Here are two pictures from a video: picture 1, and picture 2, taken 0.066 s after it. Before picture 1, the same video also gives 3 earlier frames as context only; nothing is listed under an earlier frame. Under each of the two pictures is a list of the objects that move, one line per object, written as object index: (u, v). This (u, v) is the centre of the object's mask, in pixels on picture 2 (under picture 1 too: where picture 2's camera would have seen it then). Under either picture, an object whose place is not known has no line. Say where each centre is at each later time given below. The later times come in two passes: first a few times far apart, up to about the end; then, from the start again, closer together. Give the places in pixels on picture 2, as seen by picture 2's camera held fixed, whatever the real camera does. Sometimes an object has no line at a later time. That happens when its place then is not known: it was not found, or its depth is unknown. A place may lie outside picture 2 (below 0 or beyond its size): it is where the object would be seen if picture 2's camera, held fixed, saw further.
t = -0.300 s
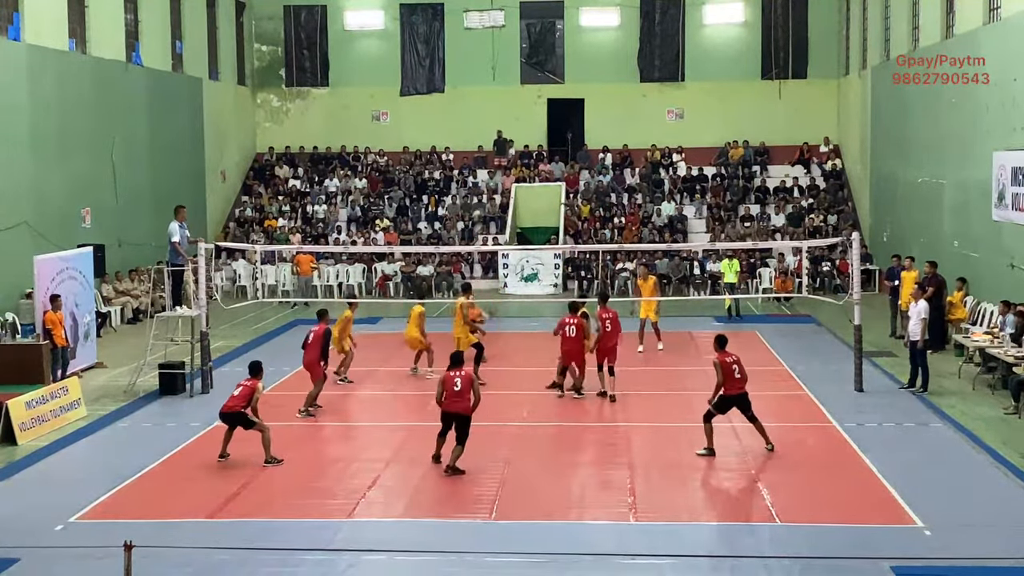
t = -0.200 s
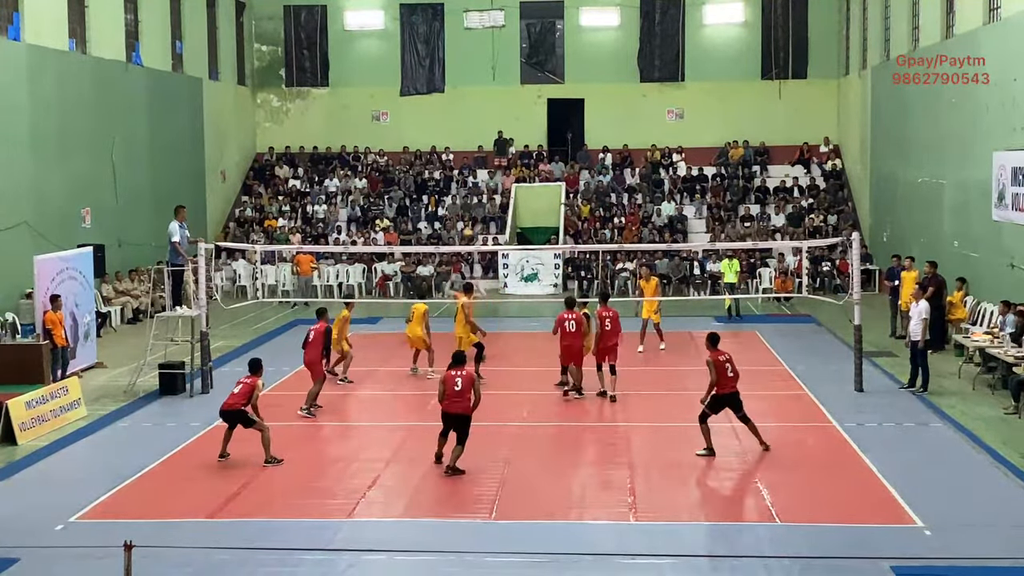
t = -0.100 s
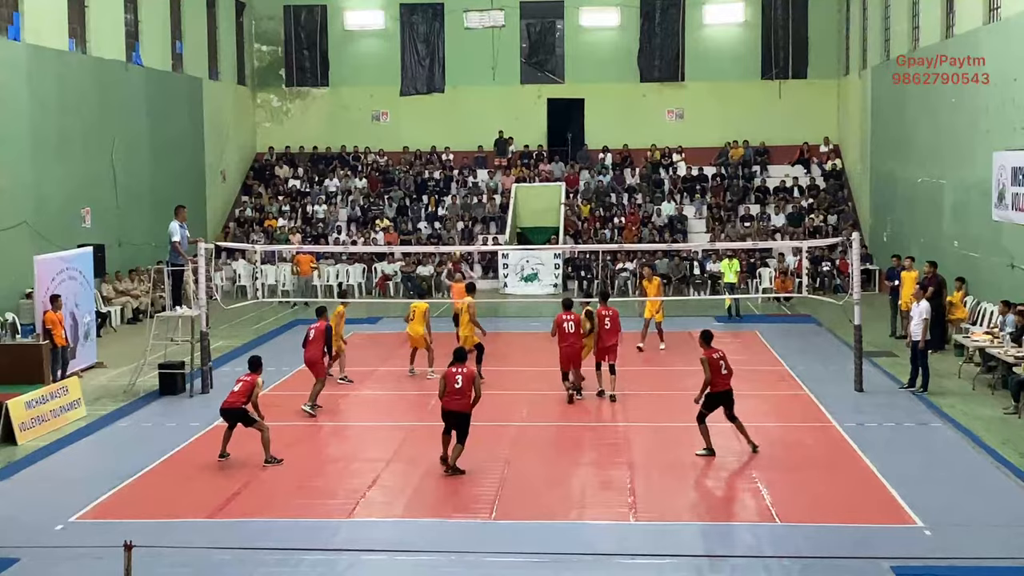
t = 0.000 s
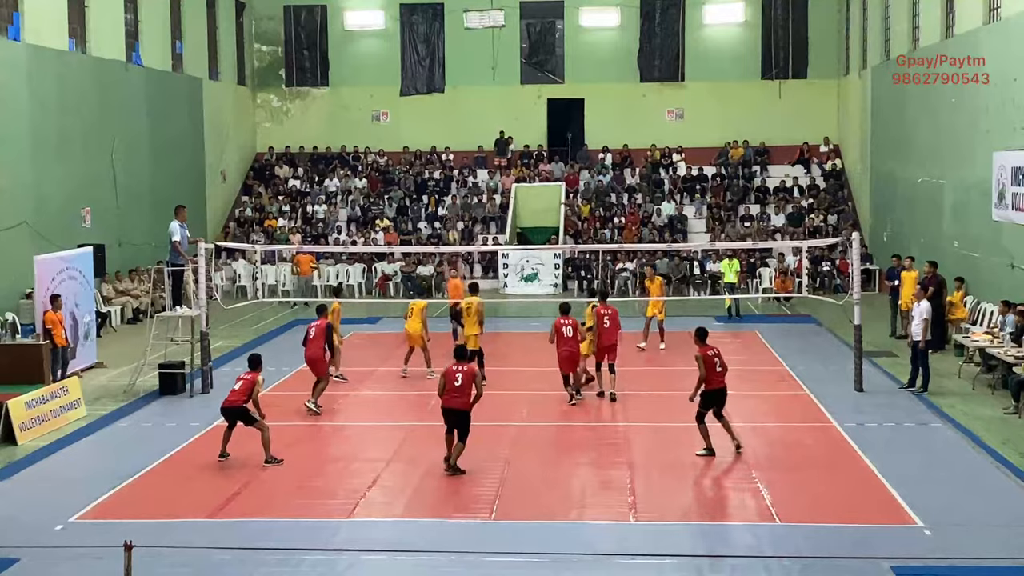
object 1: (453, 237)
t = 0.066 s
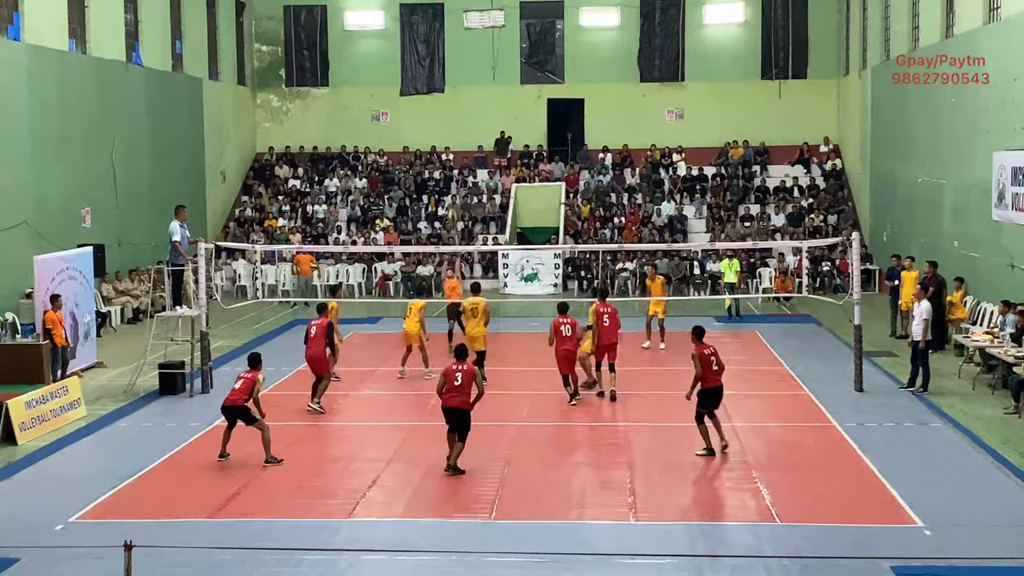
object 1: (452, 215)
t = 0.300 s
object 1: (450, 154)
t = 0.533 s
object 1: (448, 122)
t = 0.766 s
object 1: (447, 121)
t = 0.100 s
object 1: (450, 205)
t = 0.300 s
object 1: (450, 154)
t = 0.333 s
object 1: (449, 147)
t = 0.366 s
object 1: (450, 141)
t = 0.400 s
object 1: (449, 136)
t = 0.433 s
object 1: (447, 132)
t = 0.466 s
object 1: (447, 128)
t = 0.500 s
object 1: (448, 125)
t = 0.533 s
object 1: (448, 122)
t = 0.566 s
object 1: (448, 120)
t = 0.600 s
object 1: (448, 119)
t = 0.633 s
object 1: (448, 118)
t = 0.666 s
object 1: (447, 118)
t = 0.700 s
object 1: (447, 118)
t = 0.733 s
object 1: (447, 119)
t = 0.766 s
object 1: (447, 121)
